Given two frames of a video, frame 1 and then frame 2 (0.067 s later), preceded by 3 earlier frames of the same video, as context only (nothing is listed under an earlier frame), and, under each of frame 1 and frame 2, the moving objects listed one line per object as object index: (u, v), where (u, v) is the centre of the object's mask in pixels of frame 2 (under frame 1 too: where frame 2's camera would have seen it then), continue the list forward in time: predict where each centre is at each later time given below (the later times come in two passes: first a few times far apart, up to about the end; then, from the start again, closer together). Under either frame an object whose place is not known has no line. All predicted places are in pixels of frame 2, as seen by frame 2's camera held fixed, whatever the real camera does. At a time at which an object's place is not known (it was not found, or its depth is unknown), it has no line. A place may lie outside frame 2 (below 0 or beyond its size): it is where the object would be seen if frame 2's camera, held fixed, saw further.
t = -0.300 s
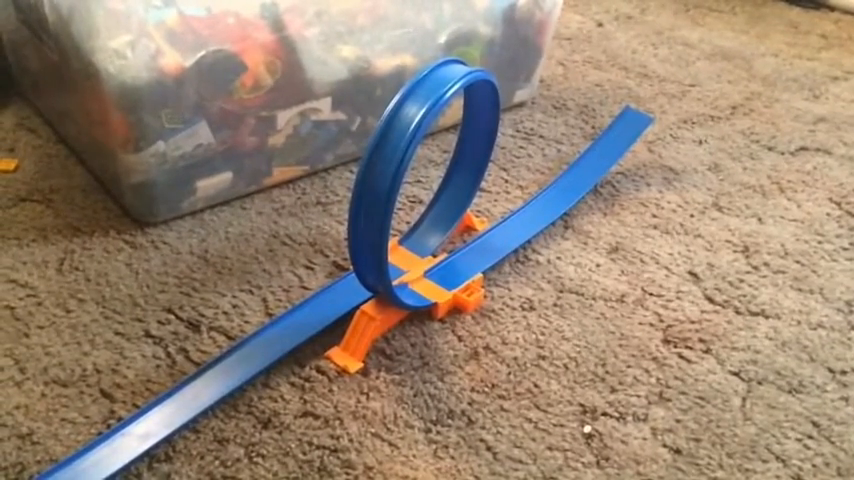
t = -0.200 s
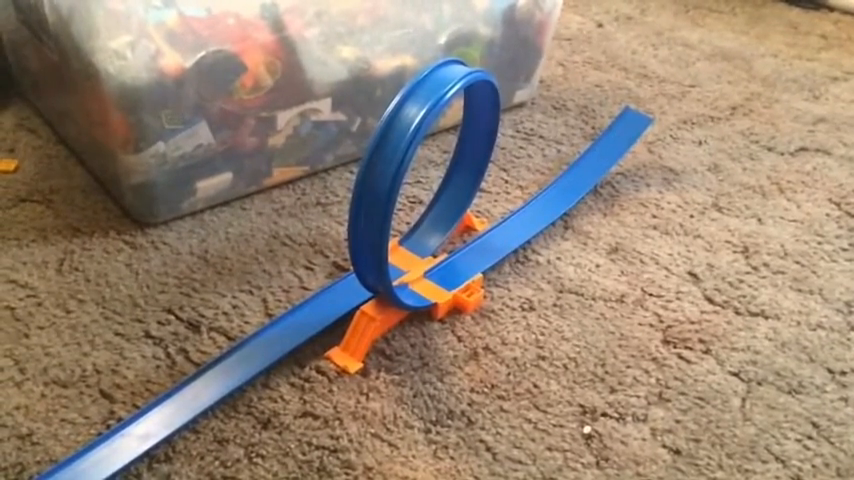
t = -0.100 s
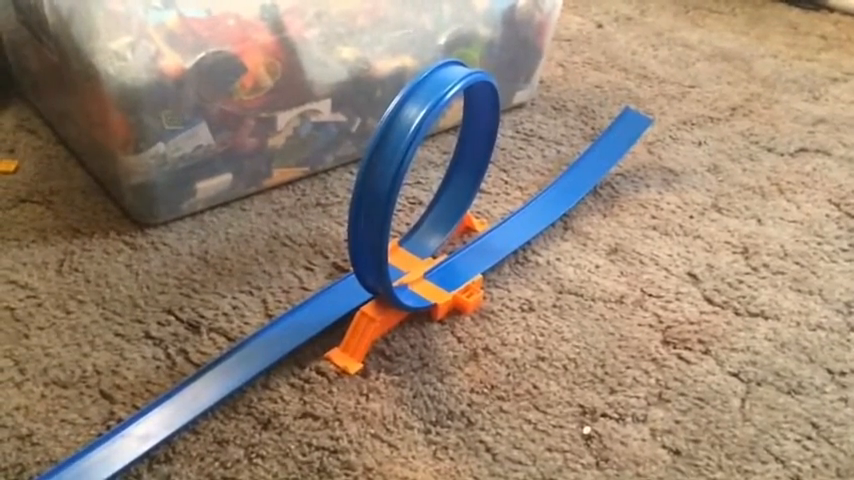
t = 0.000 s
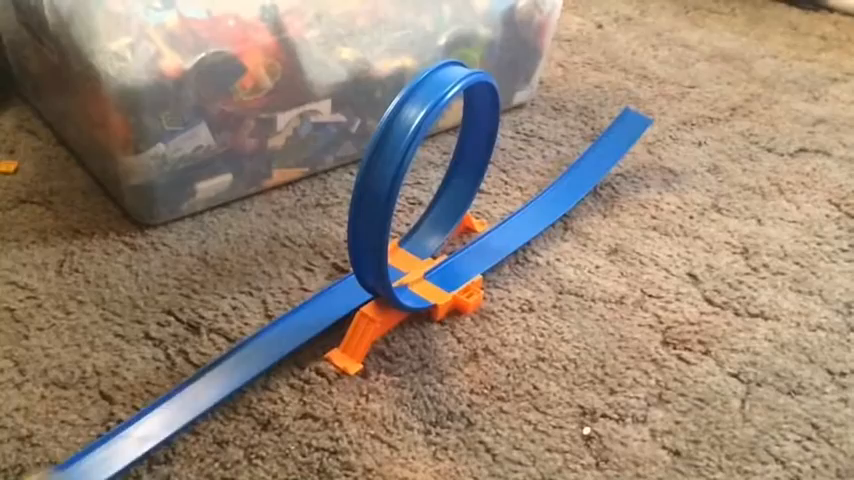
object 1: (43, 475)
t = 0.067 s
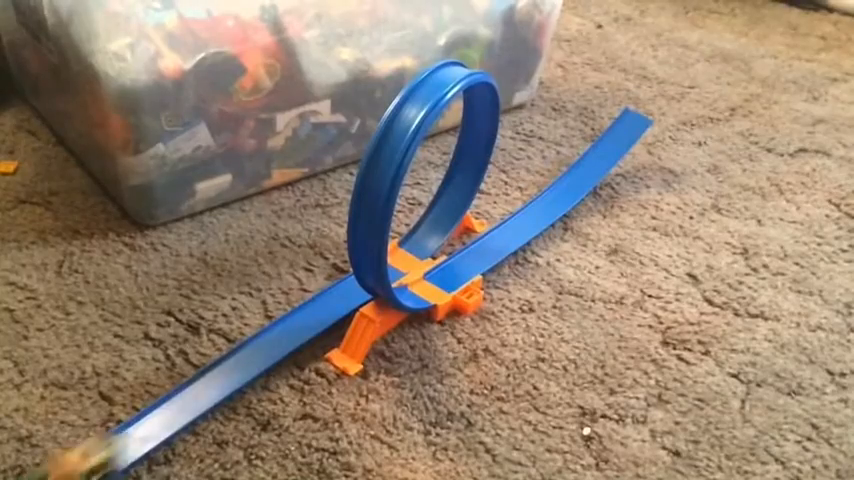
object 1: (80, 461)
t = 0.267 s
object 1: (242, 360)
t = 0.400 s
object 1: (323, 305)
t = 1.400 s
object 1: (385, 247)
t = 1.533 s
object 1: (394, 281)
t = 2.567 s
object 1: (645, 122)
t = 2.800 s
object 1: (681, 94)
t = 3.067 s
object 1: (707, 89)
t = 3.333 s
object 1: (732, 48)
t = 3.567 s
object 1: (742, 40)
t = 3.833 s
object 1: (740, 63)
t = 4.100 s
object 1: (759, 59)
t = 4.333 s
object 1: (770, 67)
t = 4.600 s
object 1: (775, 70)
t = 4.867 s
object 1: (773, 71)
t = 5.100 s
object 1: (774, 71)
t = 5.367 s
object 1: (773, 71)
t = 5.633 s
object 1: (773, 71)
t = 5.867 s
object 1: (773, 71)
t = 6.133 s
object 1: (773, 71)
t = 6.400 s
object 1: (773, 71)
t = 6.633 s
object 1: (773, 71)
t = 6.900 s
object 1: (773, 71)
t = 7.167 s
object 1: (772, 71)
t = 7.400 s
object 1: (772, 71)
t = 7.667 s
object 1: (773, 71)
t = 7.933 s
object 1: (773, 71)
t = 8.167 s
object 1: (773, 71)
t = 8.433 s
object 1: (772, 71)
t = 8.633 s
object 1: (772, 71)
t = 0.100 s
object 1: (100, 451)
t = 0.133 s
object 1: (128, 434)
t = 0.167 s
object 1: (162, 411)
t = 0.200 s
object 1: (189, 391)
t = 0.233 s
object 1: (215, 376)
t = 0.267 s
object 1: (242, 360)
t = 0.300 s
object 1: (265, 342)
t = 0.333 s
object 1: (285, 328)
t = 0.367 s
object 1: (307, 314)
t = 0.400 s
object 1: (323, 305)
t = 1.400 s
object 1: (385, 247)
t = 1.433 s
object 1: (386, 261)
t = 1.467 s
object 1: (387, 267)
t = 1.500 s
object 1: (389, 271)
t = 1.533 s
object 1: (394, 281)
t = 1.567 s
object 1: (400, 288)
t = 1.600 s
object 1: (408, 290)
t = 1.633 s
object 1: (415, 291)
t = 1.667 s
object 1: (425, 290)
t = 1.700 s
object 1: (434, 285)
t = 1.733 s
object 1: (448, 276)
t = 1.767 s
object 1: (459, 268)
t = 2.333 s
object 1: (603, 160)
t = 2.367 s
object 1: (609, 155)
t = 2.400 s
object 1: (617, 148)
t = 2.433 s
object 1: (624, 142)
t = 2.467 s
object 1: (630, 137)
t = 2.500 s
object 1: (635, 132)
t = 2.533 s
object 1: (641, 125)
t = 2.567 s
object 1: (645, 122)
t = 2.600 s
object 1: (652, 116)
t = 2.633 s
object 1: (656, 114)
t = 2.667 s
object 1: (661, 109)
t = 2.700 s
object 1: (667, 103)
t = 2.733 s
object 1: (672, 99)
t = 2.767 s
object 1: (677, 96)
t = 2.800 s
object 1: (681, 94)
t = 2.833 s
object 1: (685, 91)
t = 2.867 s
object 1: (689, 90)
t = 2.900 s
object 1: (692, 89)
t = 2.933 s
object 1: (696, 89)
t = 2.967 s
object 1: (699, 89)
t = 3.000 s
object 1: (701, 91)
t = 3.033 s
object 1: (705, 91)
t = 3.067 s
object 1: (707, 89)
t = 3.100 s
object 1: (710, 84)
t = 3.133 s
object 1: (714, 77)
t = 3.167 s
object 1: (716, 72)
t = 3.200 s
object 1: (718, 67)
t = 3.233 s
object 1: (721, 62)
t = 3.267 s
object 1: (724, 57)
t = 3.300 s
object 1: (727, 53)
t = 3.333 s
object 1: (732, 48)
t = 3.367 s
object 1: (734, 45)
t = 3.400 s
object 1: (737, 43)
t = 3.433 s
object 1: (738, 41)
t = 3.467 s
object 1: (739, 40)
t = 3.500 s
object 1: (740, 41)
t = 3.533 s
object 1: (741, 41)
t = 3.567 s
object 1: (742, 40)
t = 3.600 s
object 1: (743, 41)
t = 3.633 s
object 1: (743, 41)
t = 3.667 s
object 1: (744, 43)
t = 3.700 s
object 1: (744, 46)
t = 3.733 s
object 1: (744, 49)
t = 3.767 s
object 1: (743, 52)
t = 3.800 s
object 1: (743, 57)
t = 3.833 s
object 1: (740, 63)
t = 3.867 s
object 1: (741, 64)
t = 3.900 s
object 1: (743, 63)
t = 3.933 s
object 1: (747, 60)
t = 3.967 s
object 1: (750, 58)
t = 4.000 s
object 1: (753, 57)
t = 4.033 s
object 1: (755, 58)
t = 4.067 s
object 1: (757, 59)
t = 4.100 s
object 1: (759, 59)
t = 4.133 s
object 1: (761, 59)
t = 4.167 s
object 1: (762, 59)
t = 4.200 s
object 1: (764, 60)
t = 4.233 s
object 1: (765, 61)
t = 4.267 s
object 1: (767, 62)
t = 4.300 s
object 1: (769, 65)
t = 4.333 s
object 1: (770, 67)
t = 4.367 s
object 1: (771, 69)
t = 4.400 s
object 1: (771, 70)
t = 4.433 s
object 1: (772, 70)
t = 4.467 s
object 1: (772, 71)
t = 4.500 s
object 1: (772, 70)
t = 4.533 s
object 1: (773, 70)
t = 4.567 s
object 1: (774, 70)
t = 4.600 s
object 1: (775, 70)
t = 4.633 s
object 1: (775, 71)
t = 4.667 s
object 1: (775, 71)
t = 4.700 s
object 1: (775, 71)
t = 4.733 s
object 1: (775, 71)
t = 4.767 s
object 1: (774, 71)
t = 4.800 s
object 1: (774, 71)
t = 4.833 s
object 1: (773, 71)
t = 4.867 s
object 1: (773, 71)
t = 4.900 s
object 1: (774, 71)
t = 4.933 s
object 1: (774, 71)
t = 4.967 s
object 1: (774, 71)
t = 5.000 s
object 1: (774, 71)
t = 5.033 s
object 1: (774, 71)
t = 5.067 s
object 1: (774, 71)
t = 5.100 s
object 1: (774, 71)
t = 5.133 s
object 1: (774, 71)
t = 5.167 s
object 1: (774, 71)
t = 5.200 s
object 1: (774, 70)
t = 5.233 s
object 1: (774, 70)
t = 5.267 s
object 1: (774, 70)
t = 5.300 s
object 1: (774, 70)
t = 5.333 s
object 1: (774, 71)
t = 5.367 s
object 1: (773, 71)
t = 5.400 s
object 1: (773, 70)
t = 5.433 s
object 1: (773, 70)
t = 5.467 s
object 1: (773, 70)
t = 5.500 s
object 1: (773, 70)
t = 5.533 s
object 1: (773, 70)
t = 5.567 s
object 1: (773, 70)
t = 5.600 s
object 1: (773, 71)
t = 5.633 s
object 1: (773, 71)
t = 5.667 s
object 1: (773, 71)
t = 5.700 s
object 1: (773, 71)
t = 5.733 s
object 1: (773, 71)
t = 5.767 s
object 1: (773, 71)
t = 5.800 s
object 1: (773, 71)
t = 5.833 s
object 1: (773, 71)
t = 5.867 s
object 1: (773, 71)
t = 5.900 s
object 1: (773, 71)
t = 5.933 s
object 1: (773, 71)
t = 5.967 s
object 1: (773, 71)
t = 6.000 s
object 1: (773, 71)
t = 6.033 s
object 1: (773, 71)
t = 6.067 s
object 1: (773, 71)
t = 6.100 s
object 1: (773, 71)
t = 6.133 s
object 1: (773, 71)
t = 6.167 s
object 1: (773, 71)
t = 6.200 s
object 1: (773, 71)
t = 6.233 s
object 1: (773, 71)
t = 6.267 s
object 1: (773, 71)
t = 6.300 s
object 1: (773, 71)
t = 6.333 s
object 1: (773, 71)
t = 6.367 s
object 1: (773, 71)
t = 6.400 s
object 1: (773, 71)
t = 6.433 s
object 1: (773, 71)
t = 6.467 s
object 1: (773, 71)
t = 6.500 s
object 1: (773, 71)
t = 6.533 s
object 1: (773, 71)
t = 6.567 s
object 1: (773, 71)
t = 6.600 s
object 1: (773, 71)
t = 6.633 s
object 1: (773, 71)
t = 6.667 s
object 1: (773, 71)
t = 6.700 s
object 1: (773, 71)
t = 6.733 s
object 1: (773, 71)
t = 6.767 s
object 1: (773, 71)
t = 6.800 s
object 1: (773, 71)
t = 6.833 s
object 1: (773, 71)
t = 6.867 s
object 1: (772, 71)
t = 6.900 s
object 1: (773, 71)
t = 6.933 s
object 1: (773, 71)
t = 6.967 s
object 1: (772, 71)
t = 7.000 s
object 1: (772, 71)
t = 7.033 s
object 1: (772, 71)
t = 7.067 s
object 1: (772, 71)
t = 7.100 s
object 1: (772, 71)
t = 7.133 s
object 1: (772, 71)
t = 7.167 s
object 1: (772, 71)
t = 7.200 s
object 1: (772, 71)
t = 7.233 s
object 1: (772, 71)
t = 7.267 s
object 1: (772, 71)
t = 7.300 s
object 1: (772, 71)
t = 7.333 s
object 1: (772, 71)
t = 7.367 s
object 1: (772, 71)
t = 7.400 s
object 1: (772, 71)
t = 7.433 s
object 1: (772, 71)
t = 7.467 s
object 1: (773, 71)
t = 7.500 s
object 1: (773, 71)
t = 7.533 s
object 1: (772, 71)
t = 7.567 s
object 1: (773, 71)
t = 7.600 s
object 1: (773, 71)
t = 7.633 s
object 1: (773, 71)
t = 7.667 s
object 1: (773, 71)
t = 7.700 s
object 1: (773, 71)
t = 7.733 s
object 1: (773, 71)
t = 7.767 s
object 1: (773, 71)
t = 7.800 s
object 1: (773, 71)
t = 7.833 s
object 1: (773, 71)
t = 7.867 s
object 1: (773, 71)
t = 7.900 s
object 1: (773, 71)
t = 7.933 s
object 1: (773, 71)
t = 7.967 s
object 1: (772, 71)
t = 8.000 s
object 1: (773, 71)
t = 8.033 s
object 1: (773, 71)
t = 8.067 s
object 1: (773, 71)
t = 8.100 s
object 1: (773, 71)
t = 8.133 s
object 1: (773, 71)
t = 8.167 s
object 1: (773, 71)
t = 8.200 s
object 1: (773, 71)
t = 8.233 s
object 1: (773, 71)
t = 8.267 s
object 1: (773, 71)
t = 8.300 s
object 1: (773, 71)
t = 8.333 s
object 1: (772, 71)
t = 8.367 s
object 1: (773, 71)
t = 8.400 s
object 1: (772, 71)
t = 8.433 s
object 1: (772, 71)
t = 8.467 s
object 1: (772, 71)
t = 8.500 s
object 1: (772, 71)
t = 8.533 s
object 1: (772, 71)
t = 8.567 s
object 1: (772, 71)
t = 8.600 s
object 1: (772, 71)
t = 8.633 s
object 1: (772, 71)
